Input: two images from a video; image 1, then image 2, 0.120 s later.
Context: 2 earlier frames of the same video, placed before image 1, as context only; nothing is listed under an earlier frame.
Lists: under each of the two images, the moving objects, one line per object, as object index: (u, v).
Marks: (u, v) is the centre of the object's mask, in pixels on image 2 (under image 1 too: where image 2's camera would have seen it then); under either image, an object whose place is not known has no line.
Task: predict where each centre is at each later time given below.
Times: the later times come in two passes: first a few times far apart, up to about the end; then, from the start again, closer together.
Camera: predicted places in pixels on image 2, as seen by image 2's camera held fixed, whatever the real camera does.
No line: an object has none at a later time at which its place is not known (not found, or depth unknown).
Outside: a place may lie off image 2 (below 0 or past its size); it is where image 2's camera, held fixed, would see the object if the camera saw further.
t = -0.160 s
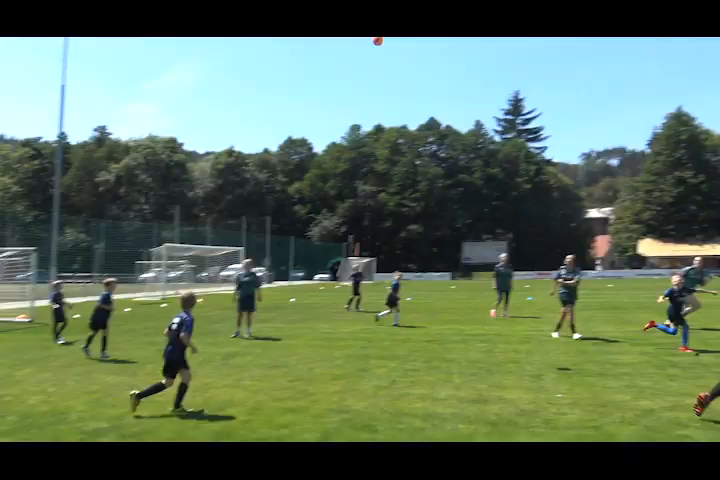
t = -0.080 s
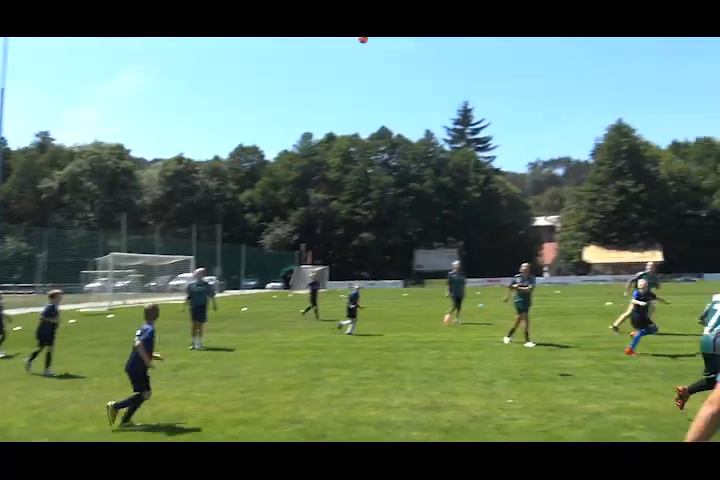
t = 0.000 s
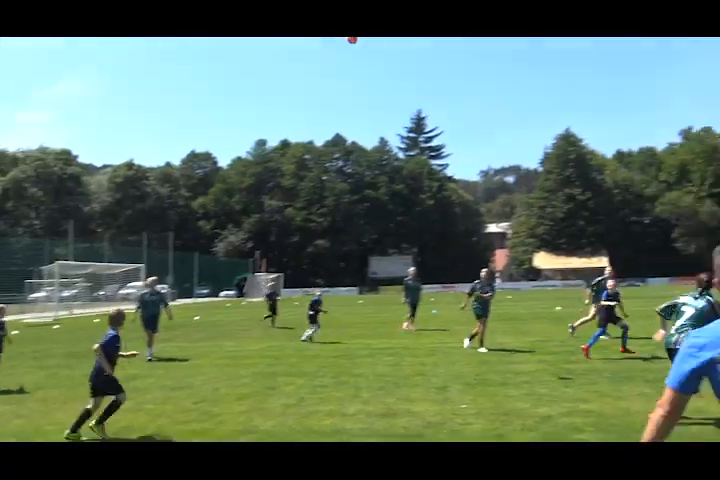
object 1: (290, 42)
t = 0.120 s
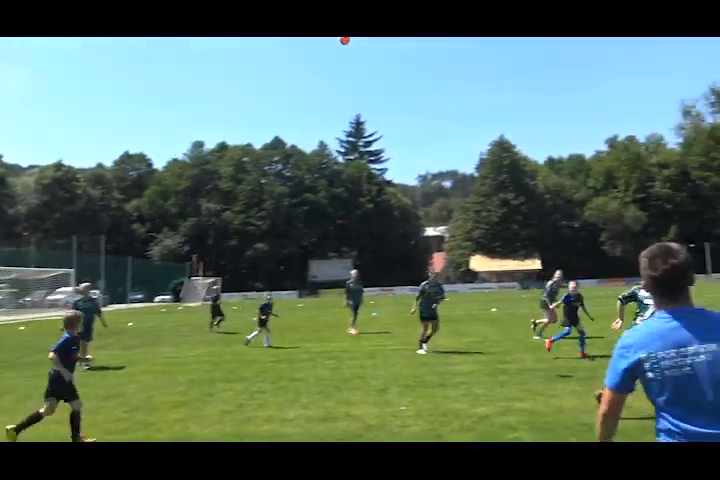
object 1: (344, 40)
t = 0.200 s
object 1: (380, 43)
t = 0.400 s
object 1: (465, 69)
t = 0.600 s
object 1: (555, 115)
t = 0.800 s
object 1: (644, 183)
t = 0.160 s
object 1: (362, 41)
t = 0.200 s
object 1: (380, 43)
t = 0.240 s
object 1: (395, 48)
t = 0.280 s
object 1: (412, 52)
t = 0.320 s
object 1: (431, 57)
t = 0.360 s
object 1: (448, 62)
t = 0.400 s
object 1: (465, 69)
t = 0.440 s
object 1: (483, 77)
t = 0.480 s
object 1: (502, 84)
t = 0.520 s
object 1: (521, 93)
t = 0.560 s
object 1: (538, 104)
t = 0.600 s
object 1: (555, 115)
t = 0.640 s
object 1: (573, 127)
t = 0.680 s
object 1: (591, 139)
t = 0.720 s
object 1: (609, 153)
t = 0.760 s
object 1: (627, 168)
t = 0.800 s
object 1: (644, 183)
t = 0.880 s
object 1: (680, 217)
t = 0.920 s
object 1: (697, 234)
